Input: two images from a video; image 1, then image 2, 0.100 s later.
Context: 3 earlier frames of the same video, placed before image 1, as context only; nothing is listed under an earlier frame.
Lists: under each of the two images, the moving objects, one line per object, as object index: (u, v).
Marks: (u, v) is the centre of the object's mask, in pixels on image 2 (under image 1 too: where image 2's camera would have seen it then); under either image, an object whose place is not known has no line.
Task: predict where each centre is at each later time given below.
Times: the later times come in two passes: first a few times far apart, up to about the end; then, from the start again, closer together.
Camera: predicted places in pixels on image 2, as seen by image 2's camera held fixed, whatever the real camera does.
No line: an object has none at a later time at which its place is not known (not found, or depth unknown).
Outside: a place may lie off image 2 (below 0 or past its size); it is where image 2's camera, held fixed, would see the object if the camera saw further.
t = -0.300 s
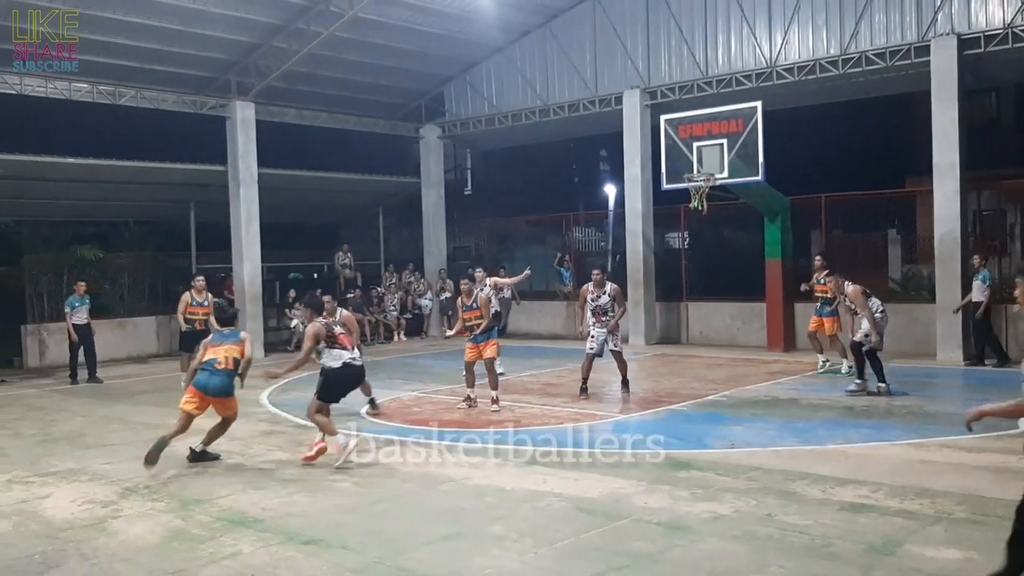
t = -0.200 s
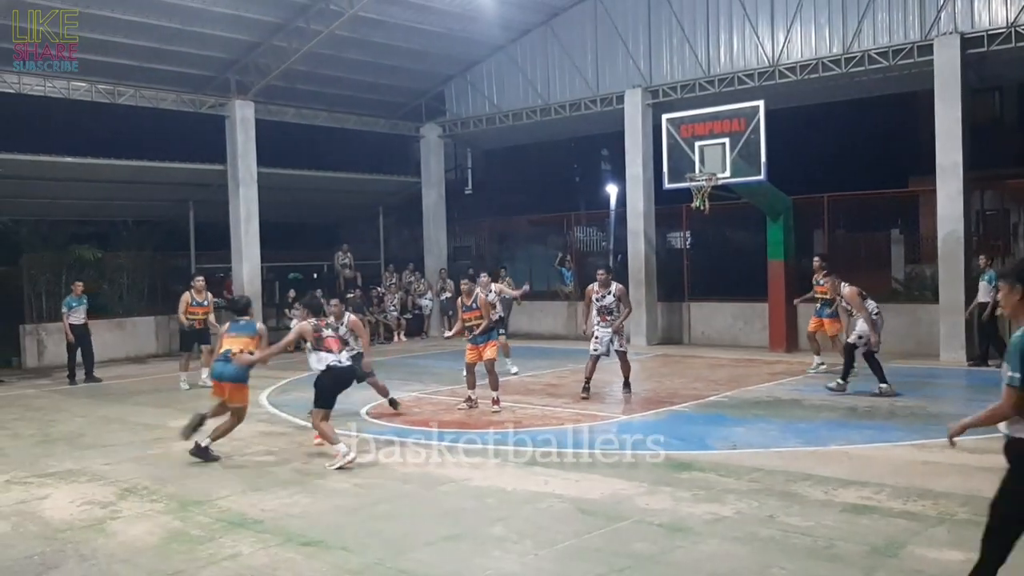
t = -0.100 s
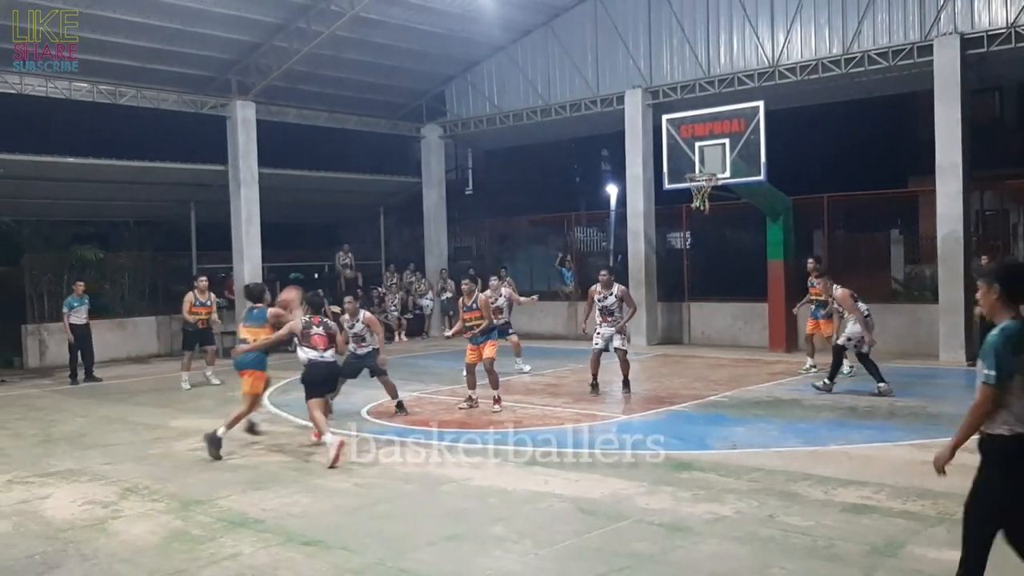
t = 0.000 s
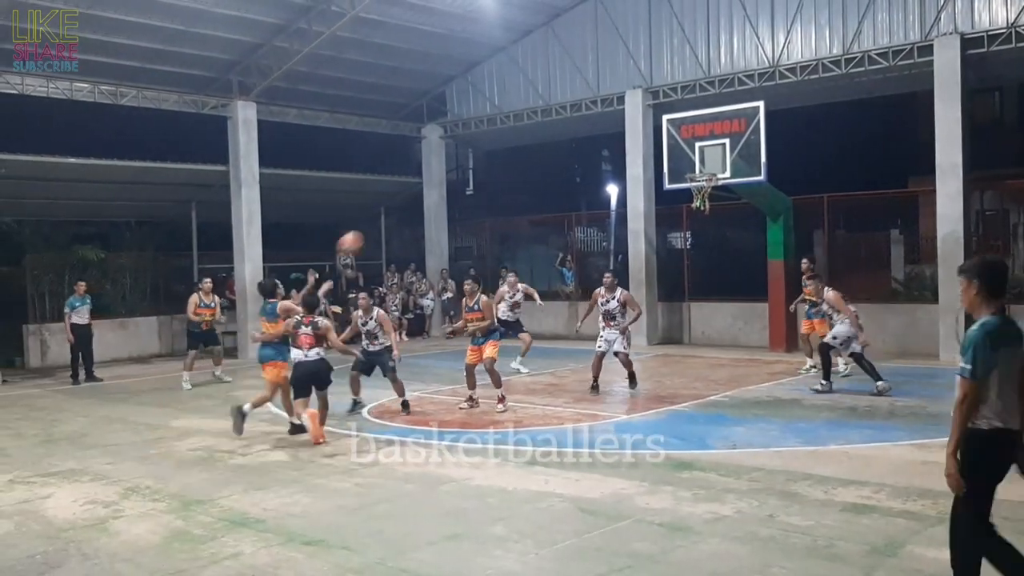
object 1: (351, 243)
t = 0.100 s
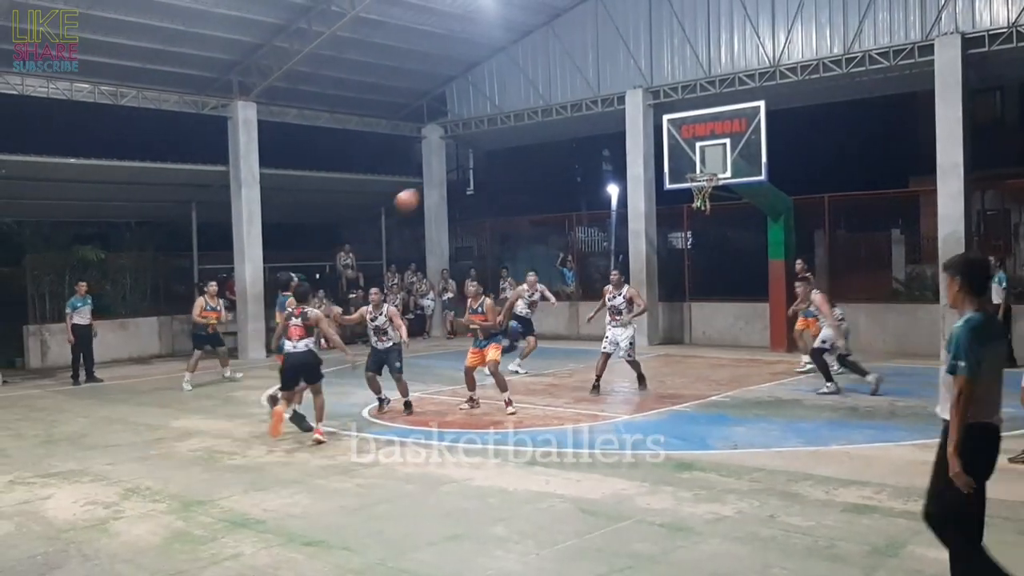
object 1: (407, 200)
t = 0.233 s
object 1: (474, 160)
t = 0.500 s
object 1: (588, 128)
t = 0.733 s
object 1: (671, 142)
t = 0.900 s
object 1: (723, 170)
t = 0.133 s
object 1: (424, 188)
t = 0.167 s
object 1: (442, 176)
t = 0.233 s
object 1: (474, 160)
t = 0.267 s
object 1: (490, 152)
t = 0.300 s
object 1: (505, 146)
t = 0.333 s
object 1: (520, 140)
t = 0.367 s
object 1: (534, 136)
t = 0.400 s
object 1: (548, 132)
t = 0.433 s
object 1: (562, 130)
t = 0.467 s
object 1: (575, 128)
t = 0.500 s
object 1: (588, 128)
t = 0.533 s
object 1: (600, 128)
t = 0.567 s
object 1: (613, 128)
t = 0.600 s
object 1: (625, 130)
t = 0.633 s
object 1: (637, 132)
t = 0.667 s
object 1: (649, 133)
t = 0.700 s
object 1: (660, 137)
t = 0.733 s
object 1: (671, 142)
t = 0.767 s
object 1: (682, 145)
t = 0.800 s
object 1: (691, 151)
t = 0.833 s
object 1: (703, 157)
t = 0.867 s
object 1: (713, 164)
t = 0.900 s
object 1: (723, 170)
